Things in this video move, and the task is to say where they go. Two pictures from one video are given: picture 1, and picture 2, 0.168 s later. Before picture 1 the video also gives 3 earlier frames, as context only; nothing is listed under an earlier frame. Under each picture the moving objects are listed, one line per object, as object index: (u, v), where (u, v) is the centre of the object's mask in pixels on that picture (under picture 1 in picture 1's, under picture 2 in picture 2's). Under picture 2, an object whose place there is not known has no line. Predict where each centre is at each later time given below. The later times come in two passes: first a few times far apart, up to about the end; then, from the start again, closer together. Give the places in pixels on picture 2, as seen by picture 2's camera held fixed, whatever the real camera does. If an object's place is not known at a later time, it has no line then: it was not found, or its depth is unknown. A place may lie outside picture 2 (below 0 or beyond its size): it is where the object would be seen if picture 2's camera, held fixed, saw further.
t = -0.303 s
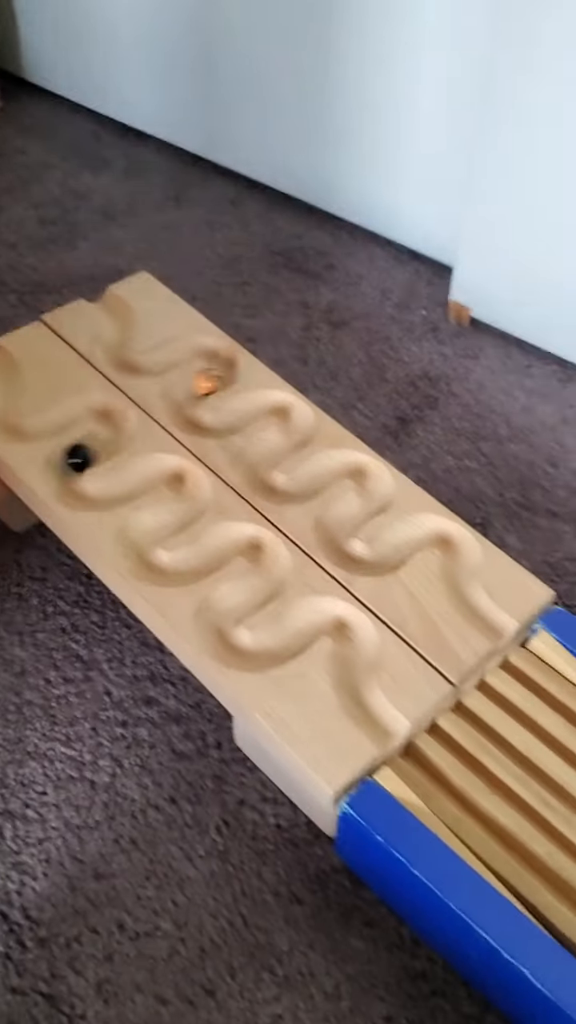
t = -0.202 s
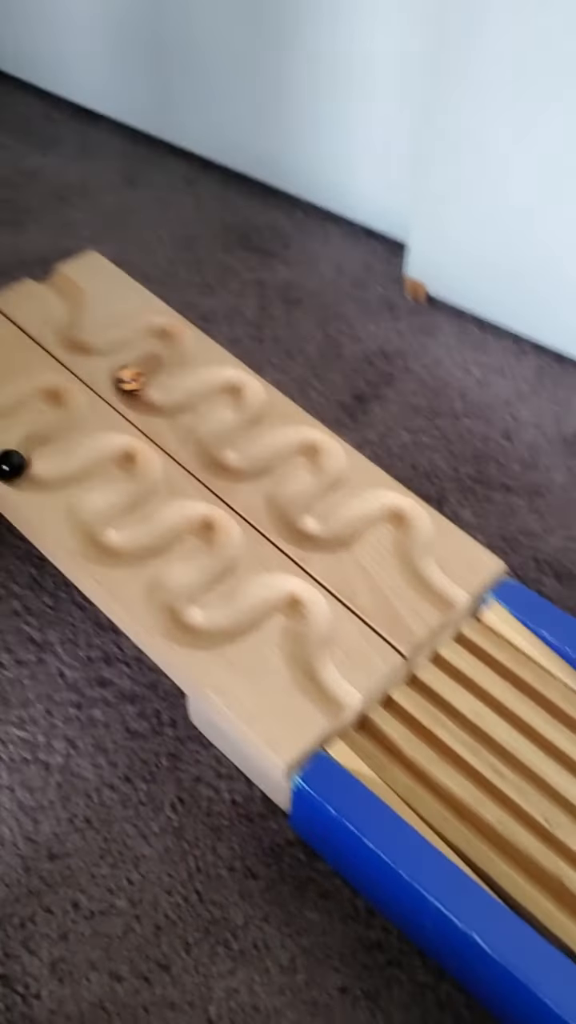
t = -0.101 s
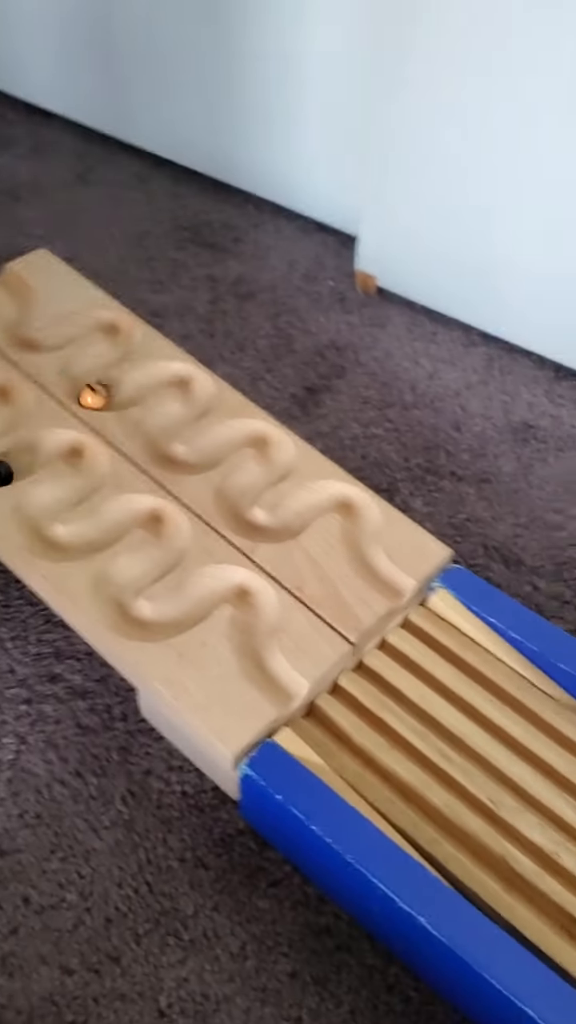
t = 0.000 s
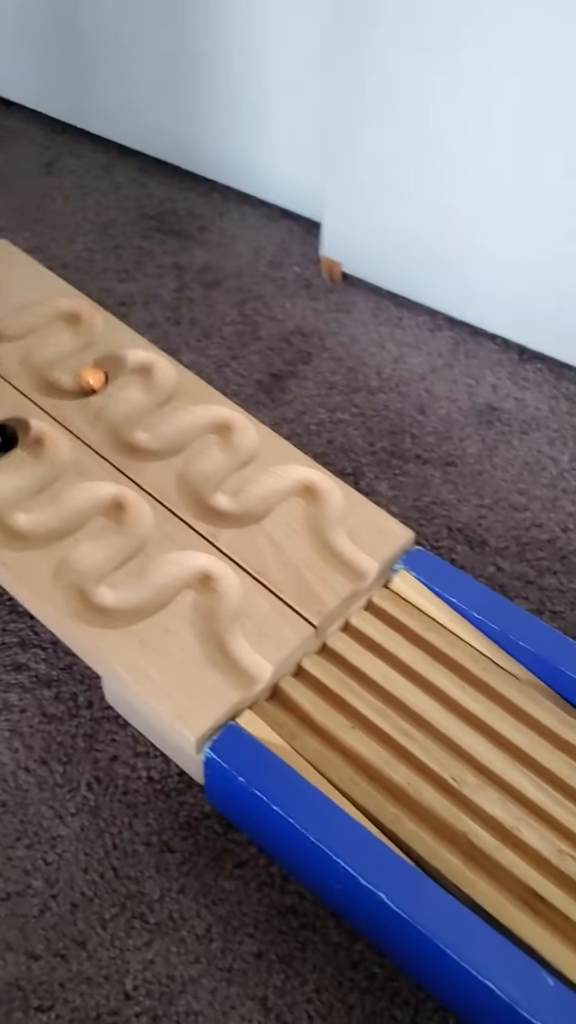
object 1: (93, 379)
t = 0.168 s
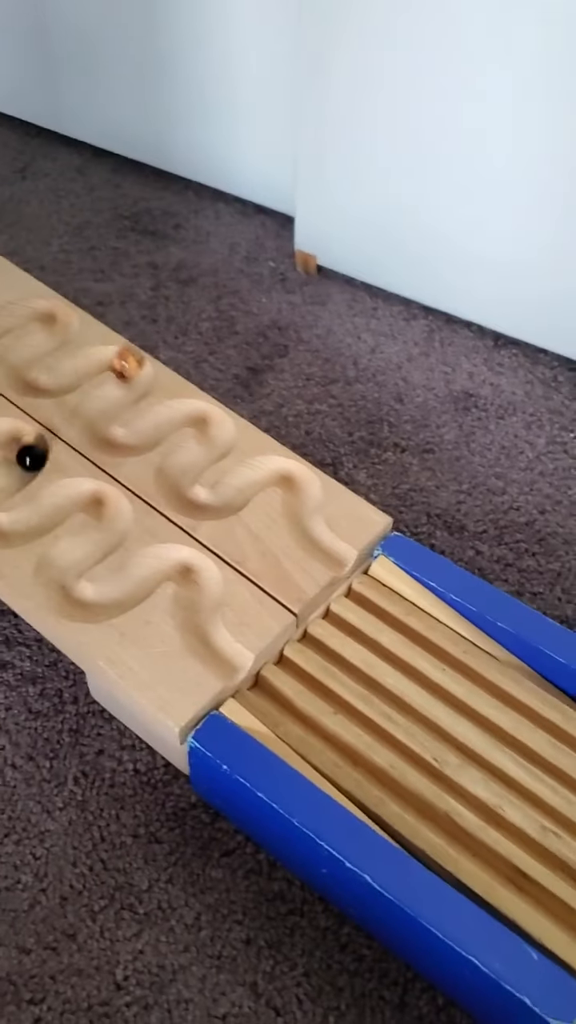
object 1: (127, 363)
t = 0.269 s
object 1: (138, 388)
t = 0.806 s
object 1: (215, 427)
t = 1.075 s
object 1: (188, 503)
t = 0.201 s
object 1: (133, 371)
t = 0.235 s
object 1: (140, 380)
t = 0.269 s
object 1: (138, 388)
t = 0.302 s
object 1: (121, 397)
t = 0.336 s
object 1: (110, 400)
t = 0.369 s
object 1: (99, 408)
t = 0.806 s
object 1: (215, 427)
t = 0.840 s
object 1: (219, 442)
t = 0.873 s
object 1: (211, 452)
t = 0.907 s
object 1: (196, 457)
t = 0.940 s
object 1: (185, 459)
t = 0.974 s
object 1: (178, 468)
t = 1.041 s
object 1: (176, 496)
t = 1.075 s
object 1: (188, 503)
